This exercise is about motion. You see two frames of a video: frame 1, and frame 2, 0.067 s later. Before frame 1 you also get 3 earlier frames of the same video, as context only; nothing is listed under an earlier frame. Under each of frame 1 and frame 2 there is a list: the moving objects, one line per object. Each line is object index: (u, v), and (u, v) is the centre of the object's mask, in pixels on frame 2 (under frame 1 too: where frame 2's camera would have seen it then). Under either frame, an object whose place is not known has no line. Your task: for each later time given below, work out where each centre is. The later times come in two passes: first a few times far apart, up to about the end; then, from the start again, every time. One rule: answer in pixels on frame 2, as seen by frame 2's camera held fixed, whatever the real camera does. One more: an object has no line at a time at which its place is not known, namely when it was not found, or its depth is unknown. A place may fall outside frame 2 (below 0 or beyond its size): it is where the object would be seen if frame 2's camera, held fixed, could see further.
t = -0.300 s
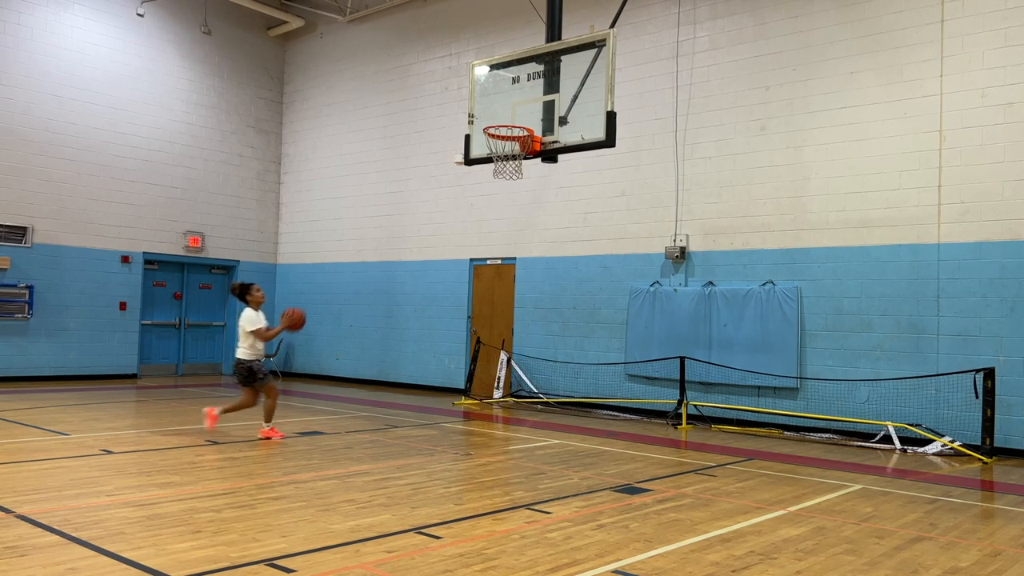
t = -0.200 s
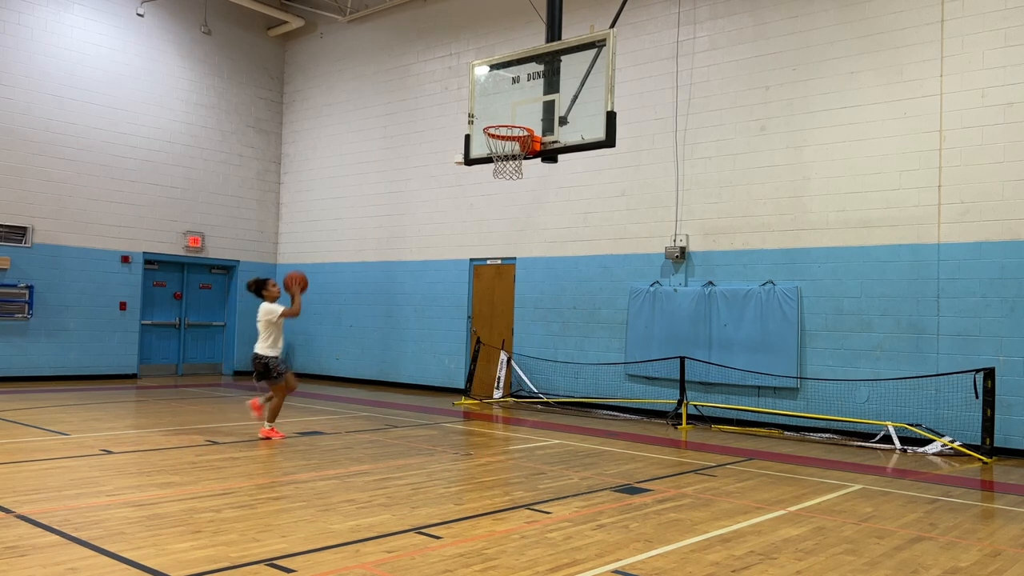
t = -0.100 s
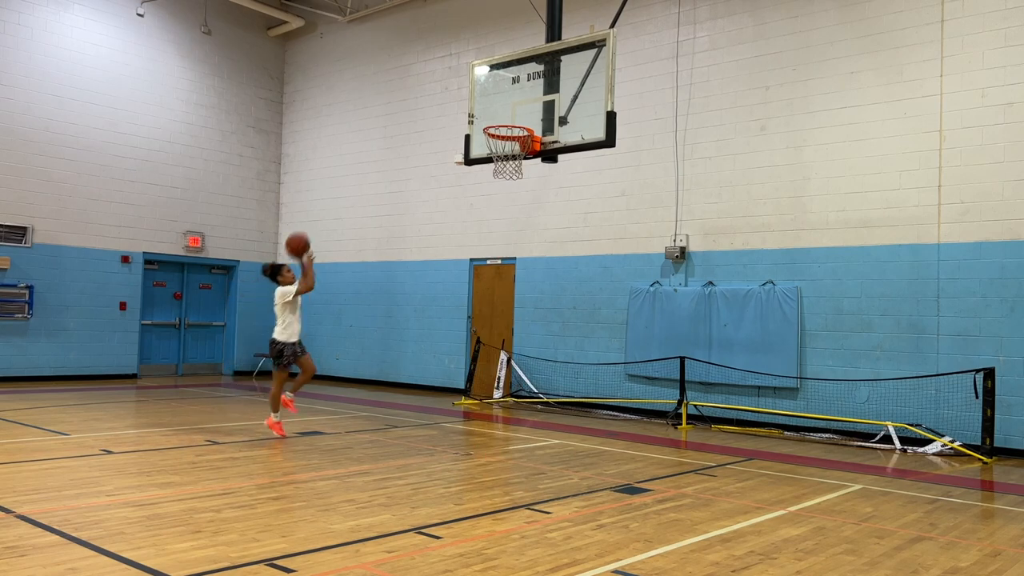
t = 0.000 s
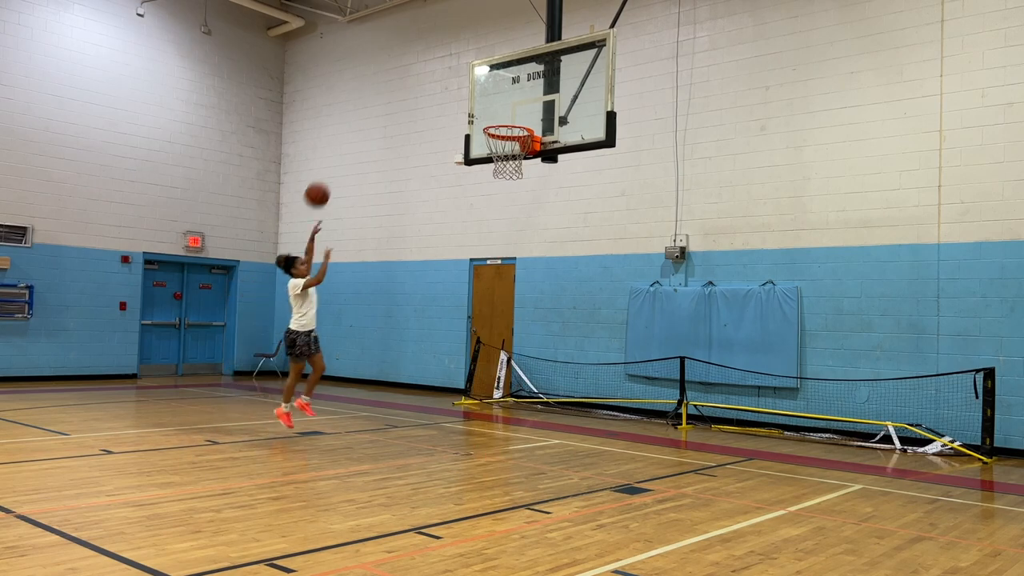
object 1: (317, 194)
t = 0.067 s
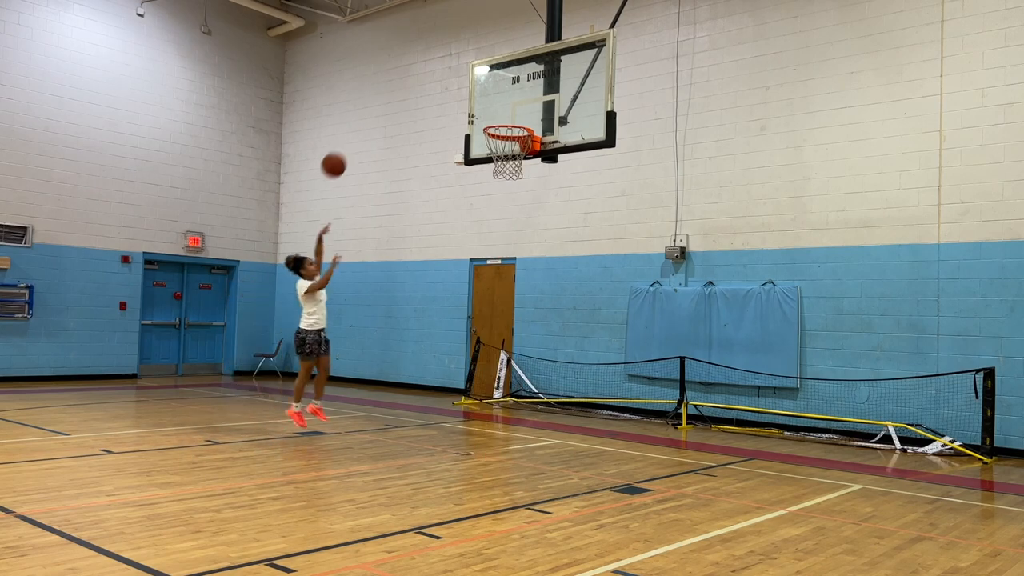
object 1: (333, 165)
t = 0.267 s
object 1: (382, 101)
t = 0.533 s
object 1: (444, 76)
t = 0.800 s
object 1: (503, 119)
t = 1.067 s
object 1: (527, 173)
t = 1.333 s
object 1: (524, 255)
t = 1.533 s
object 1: (522, 366)
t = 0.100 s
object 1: (341, 151)
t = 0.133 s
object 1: (350, 139)
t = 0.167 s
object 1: (358, 128)
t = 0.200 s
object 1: (366, 118)
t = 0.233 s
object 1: (374, 109)
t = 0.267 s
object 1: (382, 101)
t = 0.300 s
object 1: (390, 94)
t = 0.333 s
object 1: (398, 88)
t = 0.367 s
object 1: (406, 83)
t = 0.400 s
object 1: (413, 79)
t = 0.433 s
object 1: (421, 77)
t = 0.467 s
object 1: (429, 75)
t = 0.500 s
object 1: (436, 75)
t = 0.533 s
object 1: (444, 76)
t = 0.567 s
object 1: (451, 77)
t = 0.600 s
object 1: (459, 80)
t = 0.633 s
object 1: (467, 84)
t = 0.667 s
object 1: (474, 89)
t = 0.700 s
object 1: (481, 95)
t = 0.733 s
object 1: (489, 102)
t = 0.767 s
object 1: (496, 110)
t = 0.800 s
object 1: (503, 119)
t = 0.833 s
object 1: (510, 130)
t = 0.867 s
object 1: (518, 141)
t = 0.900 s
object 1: (524, 151)
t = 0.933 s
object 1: (527, 158)
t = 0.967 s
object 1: (528, 161)
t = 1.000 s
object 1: (528, 167)
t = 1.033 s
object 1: (528, 169)
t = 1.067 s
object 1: (527, 173)
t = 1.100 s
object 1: (527, 180)
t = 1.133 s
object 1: (527, 187)
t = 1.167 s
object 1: (527, 195)
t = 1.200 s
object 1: (526, 205)
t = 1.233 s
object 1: (526, 216)
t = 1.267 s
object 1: (525, 228)
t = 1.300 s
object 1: (525, 241)
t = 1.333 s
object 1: (524, 255)
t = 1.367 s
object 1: (524, 271)
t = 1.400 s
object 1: (524, 287)
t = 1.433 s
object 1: (524, 305)
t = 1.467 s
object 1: (523, 324)
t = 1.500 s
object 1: (523, 343)
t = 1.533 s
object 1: (522, 366)
